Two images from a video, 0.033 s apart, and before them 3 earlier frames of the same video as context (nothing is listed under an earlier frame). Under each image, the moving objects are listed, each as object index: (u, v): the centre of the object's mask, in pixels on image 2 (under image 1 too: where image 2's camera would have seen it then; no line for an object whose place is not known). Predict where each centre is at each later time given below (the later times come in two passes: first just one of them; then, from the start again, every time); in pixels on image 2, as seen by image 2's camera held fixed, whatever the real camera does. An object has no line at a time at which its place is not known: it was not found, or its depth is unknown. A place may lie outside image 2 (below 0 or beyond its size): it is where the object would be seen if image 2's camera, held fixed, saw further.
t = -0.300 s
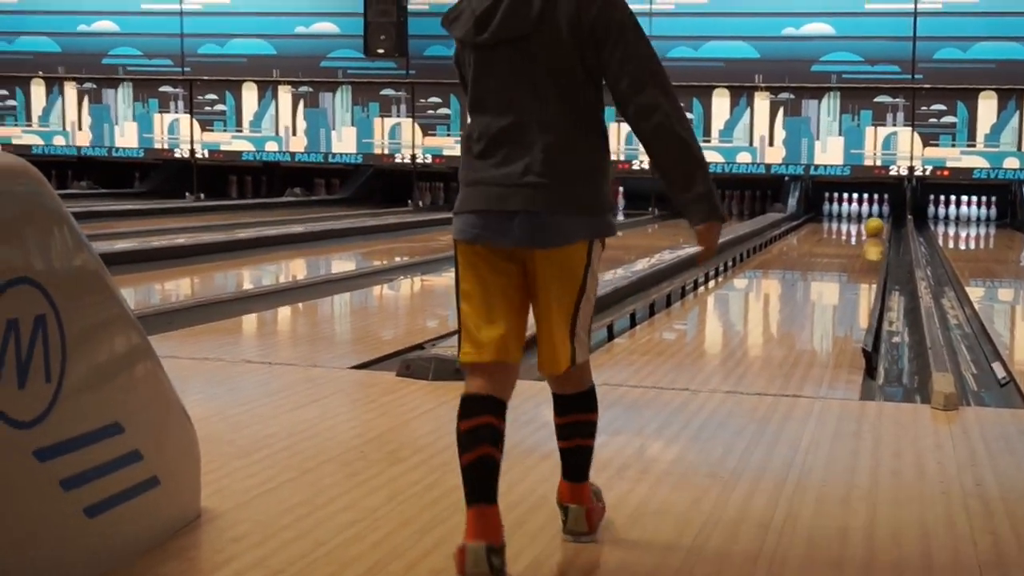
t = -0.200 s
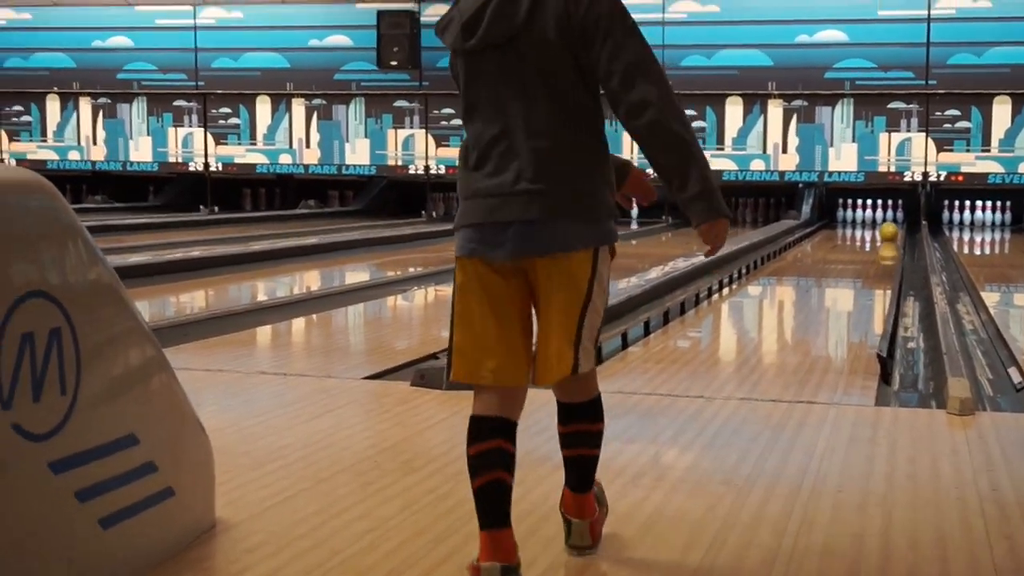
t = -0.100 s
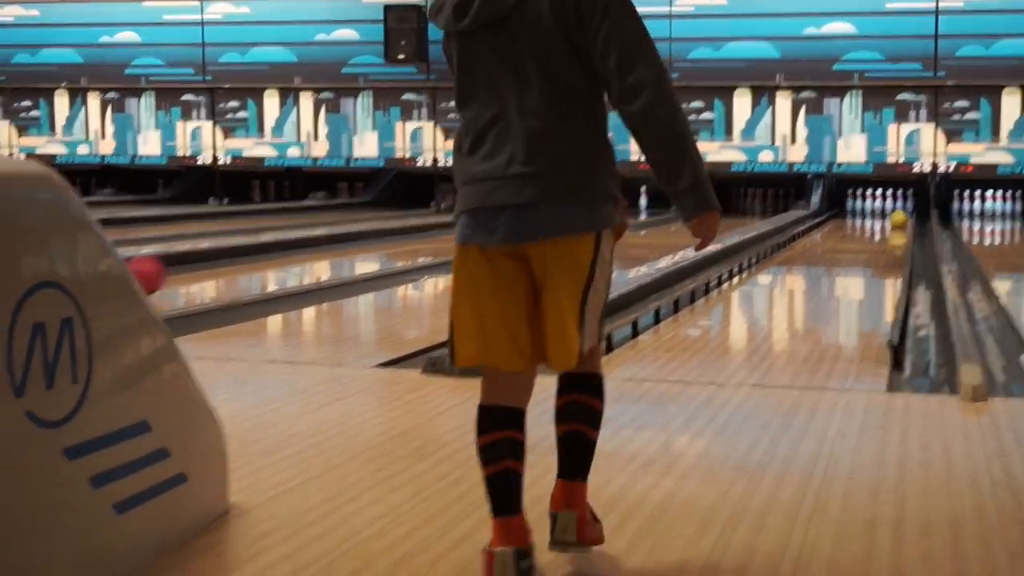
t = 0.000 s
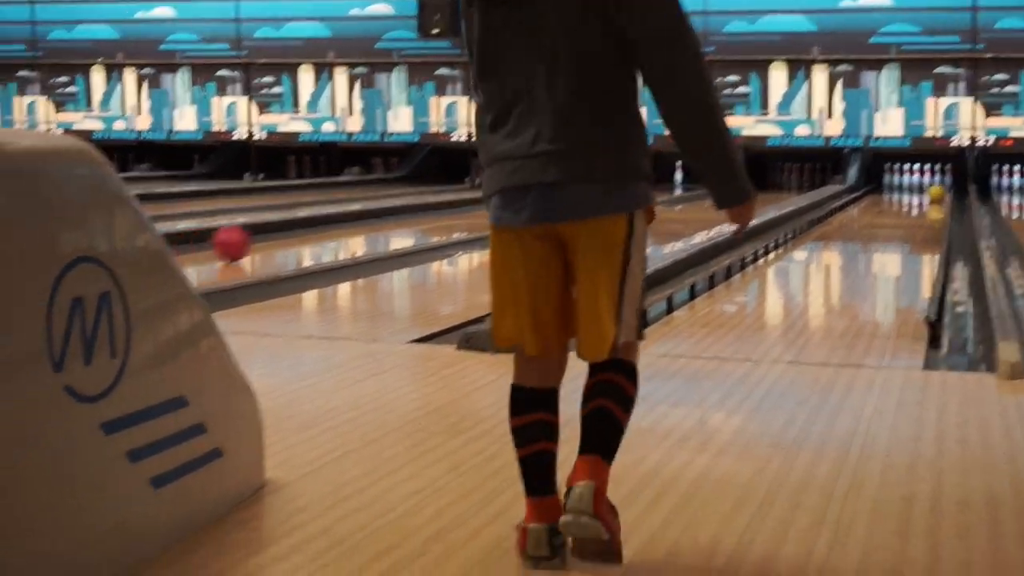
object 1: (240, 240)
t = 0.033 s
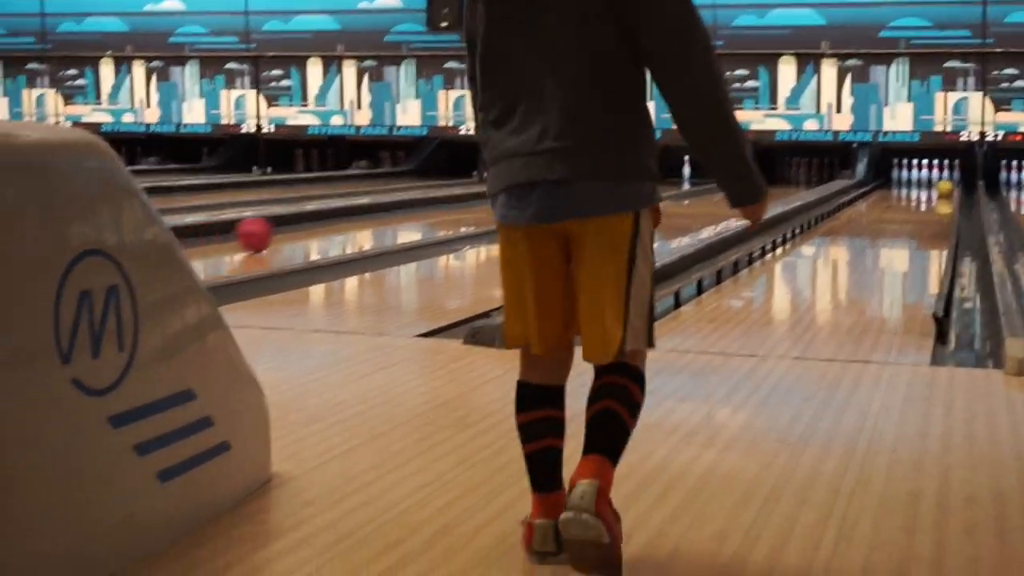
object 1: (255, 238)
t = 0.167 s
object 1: (309, 238)
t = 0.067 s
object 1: (269, 238)
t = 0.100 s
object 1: (283, 240)
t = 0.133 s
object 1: (296, 239)
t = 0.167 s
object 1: (309, 238)
